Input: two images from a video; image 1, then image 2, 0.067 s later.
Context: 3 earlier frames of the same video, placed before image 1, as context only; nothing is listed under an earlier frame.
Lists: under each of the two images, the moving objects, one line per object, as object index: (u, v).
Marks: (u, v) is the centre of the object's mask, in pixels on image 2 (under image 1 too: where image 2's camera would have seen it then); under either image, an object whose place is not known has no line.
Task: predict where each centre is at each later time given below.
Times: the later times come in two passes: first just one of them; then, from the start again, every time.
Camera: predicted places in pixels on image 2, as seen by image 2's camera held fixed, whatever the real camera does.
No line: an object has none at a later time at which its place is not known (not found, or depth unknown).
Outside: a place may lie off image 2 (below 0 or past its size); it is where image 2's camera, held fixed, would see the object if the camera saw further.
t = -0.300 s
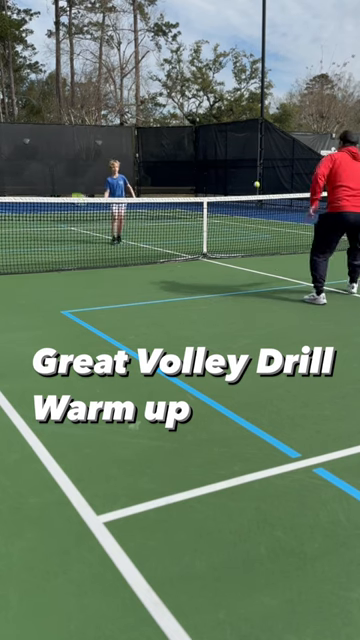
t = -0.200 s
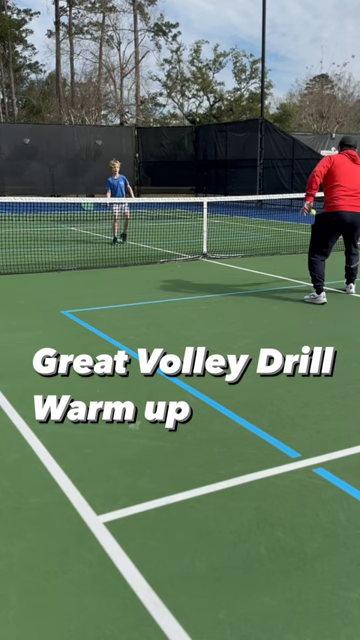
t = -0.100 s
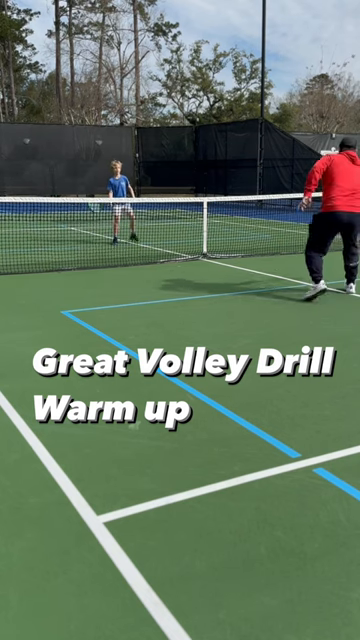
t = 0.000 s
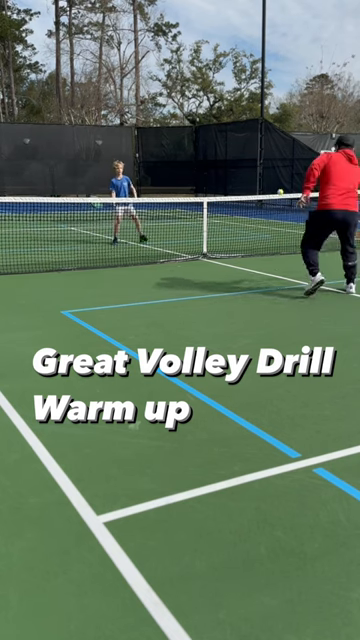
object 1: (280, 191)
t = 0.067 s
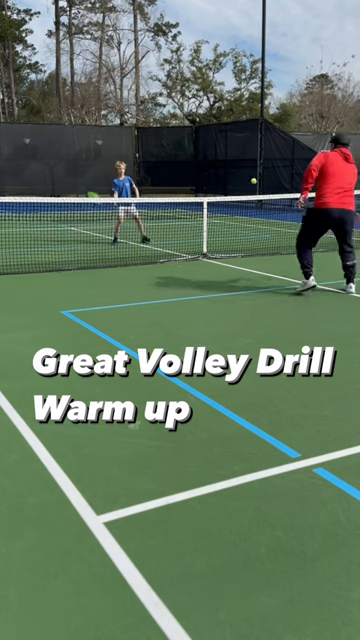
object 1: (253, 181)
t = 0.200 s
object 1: (206, 171)
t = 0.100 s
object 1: (241, 177)
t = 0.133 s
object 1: (228, 174)
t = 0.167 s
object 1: (217, 172)
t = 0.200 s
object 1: (206, 171)
